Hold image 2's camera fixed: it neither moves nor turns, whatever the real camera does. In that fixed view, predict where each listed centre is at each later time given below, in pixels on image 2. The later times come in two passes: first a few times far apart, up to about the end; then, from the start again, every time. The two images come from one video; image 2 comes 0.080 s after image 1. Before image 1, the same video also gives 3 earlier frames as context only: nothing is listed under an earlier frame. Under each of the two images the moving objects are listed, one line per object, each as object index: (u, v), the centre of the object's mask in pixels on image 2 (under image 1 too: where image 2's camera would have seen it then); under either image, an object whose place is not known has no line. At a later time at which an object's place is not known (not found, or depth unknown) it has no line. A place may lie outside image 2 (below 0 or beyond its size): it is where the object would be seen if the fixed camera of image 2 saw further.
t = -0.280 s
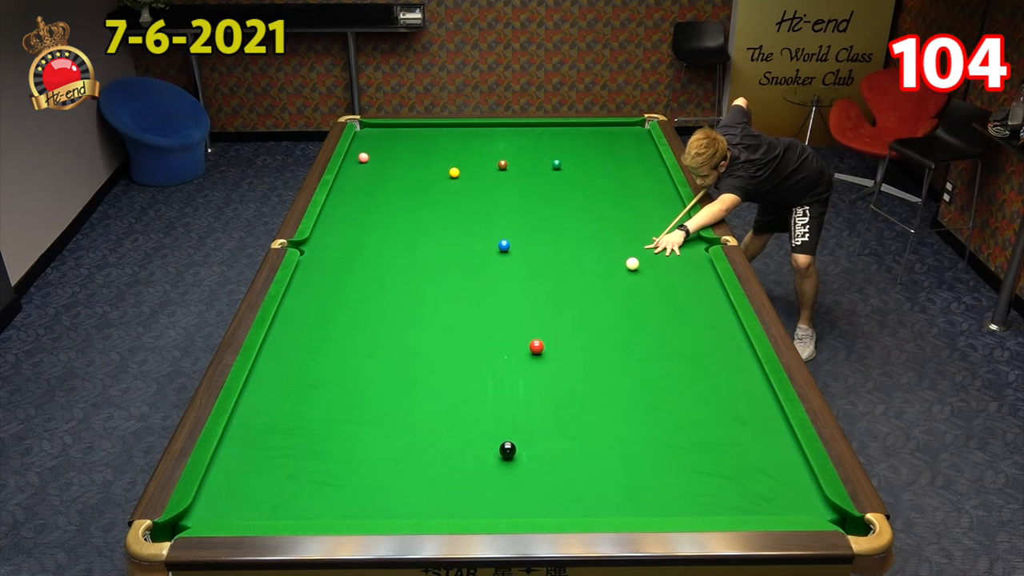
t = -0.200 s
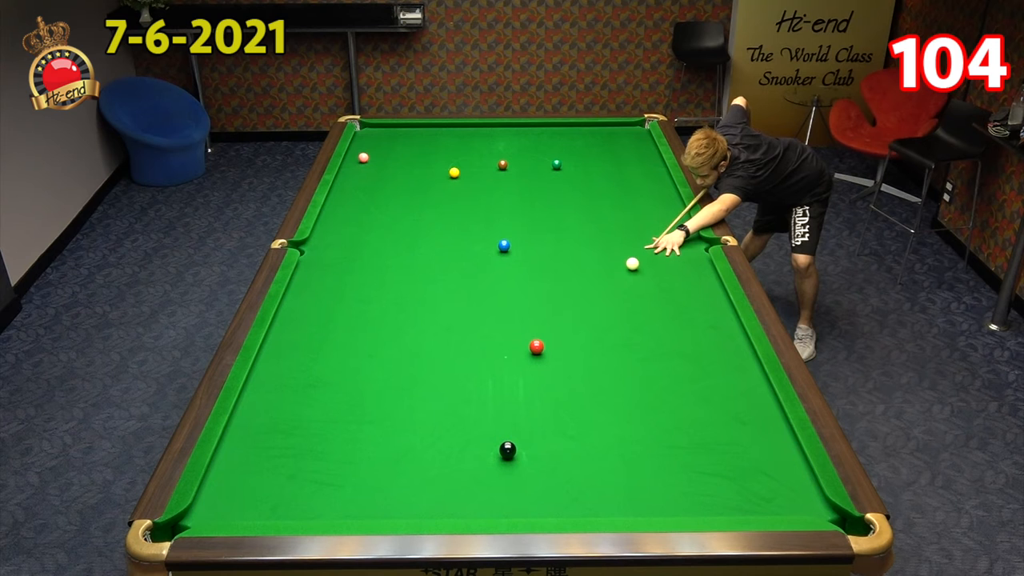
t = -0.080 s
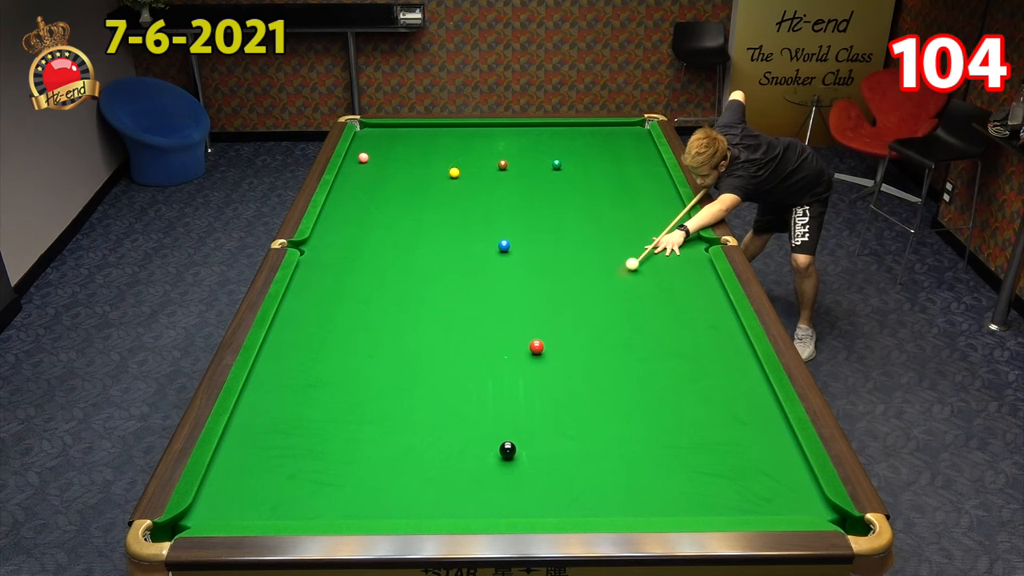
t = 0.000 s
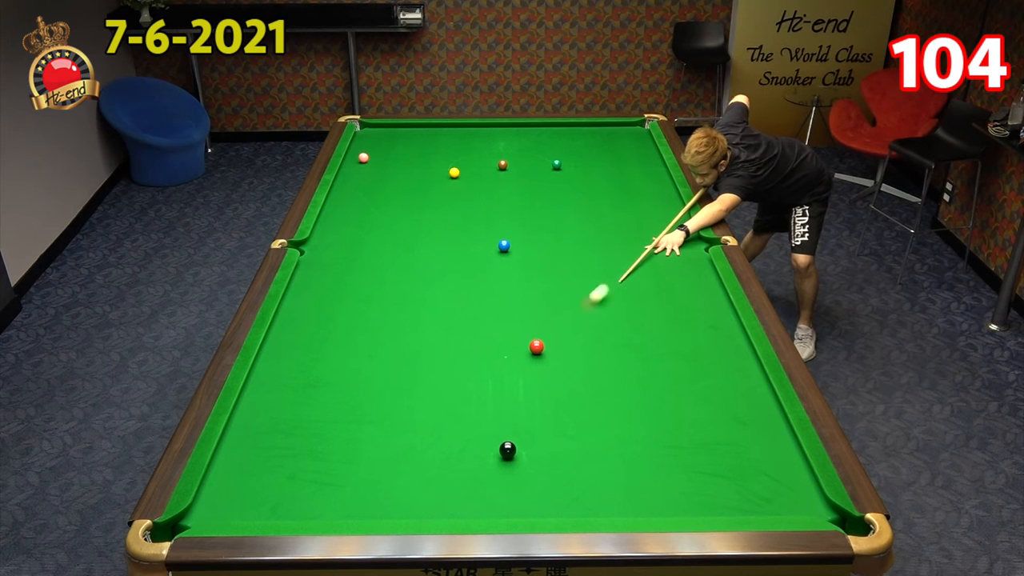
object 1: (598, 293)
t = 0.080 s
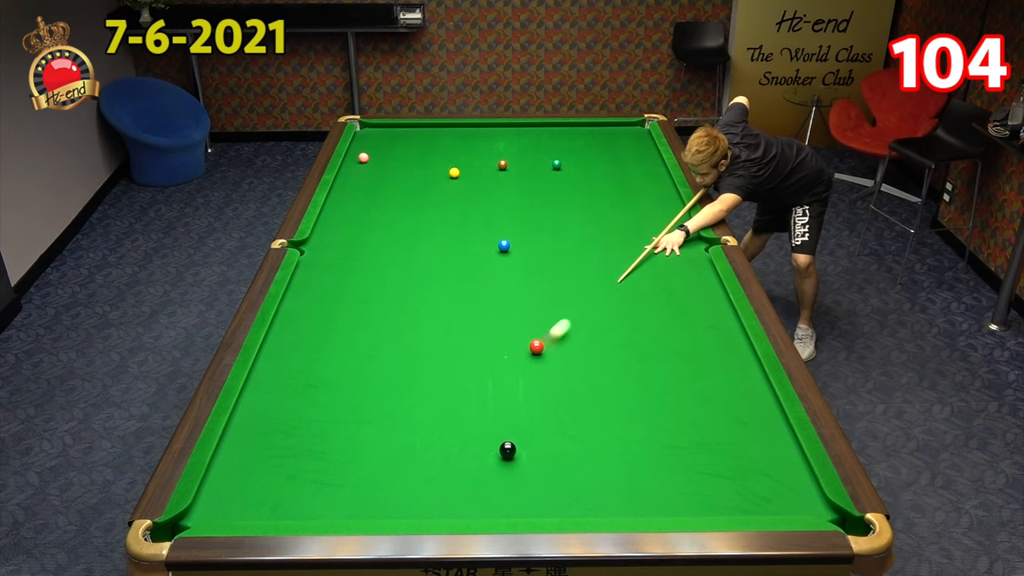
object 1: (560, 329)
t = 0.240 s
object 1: (571, 355)
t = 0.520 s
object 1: (625, 368)
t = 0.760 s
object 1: (672, 373)
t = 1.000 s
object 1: (718, 378)
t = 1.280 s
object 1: (757, 382)
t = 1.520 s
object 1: (732, 381)
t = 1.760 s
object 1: (709, 381)
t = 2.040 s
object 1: (685, 380)
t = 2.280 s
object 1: (666, 379)
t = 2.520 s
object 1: (648, 379)
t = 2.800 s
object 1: (628, 379)
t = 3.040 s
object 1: (613, 378)
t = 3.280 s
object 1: (599, 378)
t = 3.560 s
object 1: (585, 377)
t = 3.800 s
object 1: (574, 377)
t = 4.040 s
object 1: (565, 377)
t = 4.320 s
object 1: (555, 377)
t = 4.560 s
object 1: (548, 377)
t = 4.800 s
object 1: (543, 377)
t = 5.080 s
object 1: (538, 377)
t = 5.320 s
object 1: (536, 377)
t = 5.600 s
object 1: (535, 377)
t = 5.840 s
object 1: (535, 377)
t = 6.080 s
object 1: (535, 377)
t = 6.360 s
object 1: (535, 377)
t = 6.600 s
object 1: (535, 377)
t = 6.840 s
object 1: (535, 377)
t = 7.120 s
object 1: (535, 377)
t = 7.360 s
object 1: (535, 377)
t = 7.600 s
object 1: (535, 377)
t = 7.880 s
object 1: (535, 377)
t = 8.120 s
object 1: (535, 377)
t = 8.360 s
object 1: (535, 377)
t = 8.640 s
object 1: (535, 377)
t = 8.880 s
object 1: (535, 377)
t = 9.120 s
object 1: (535, 377)
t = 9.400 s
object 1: (535, 377)
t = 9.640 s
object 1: (535, 377)
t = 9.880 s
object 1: (535, 377)
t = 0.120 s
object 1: (549, 343)
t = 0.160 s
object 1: (556, 348)
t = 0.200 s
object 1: (564, 352)
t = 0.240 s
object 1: (571, 355)
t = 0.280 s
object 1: (579, 359)
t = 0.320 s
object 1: (586, 361)
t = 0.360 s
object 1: (594, 363)
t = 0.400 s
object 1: (602, 365)
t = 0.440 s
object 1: (610, 367)
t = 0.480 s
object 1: (618, 367)
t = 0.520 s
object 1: (625, 368)
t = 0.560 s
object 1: (633, 369)
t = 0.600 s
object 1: (641, 370)
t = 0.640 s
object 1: (649, 371)
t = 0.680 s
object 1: (656, 371)
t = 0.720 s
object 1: (664, 372)
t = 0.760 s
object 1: (672, 373)
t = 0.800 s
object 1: (680, 374)
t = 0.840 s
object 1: (688, 375)
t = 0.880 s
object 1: (695, 375)
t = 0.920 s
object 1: (703, 376)
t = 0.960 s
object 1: (710, 377)
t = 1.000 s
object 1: (718, 378)
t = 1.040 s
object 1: (725, 378)
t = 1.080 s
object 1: (733, 379)
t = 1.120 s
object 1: (740, 380)
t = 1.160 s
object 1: (748, 380)
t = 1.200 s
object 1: (755, 381)
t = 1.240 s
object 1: (761, 382)
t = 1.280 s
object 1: (757, 382)
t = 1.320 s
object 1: (752, 382)
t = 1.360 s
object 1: (747, 382)
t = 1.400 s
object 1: (743, 382)
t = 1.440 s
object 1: (740, 381)
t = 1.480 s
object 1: (736, 381)
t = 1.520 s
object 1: (732, 381)
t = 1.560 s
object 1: (728, 381)
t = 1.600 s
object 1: (724, 381)
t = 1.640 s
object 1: (720, 381)
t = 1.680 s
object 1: (717, 381)
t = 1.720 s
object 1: (713, 381)
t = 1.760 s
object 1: (709, 381)
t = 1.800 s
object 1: (706, 381)
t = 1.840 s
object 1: (702, 380)
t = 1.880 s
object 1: (699, 380)
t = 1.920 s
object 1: (695, 380)
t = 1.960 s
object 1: (692, 380)
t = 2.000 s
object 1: (688, 380)
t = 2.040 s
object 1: (685, 380)
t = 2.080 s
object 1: (682, 380)
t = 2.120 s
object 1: (678, 380)
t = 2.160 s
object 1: (675, 379)
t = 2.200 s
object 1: (672, 379)
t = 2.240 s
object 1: (669, 379)
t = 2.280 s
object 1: (666, 379)
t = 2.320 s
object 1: (662, 379)
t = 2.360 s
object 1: (659, 379)
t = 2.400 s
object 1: (657, 379)
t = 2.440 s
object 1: (653, 379)
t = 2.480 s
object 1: (650, 379)
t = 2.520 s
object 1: (648, 379)
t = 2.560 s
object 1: (645, 379)
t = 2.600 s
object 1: (642, 379)
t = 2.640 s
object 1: (639, 379)
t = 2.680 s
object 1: (636, 379)
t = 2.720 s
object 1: (634, 379)
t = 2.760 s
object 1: (631, 379)
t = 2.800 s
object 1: (628, 379)
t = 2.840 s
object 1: (626, 378)
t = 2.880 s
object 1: (623, 379)
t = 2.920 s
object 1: (621, 378)
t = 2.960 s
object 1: (618, 378)
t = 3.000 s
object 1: (616, 378)
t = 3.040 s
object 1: (613, 378)
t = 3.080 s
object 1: (611, 378)
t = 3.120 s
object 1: (608, 378)
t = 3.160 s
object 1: (606, 378)
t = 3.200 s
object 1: (604, 378)
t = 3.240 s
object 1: (602, 378)
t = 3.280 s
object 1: (599, 378)
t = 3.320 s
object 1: (597, 378)
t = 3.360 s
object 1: (595, 378)
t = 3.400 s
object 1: (593, 378)
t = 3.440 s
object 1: (591, 378)
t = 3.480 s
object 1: (589, 378)
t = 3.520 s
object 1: (587, 378)
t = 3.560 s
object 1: (585, 377)
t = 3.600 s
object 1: (583, 377)
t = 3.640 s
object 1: (581, 377)
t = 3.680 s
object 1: (580, 377)
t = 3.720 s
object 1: (578, 377)
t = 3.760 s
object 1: (576, 377)
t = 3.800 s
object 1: (574, 377)
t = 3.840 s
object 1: (573, 377)
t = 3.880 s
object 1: (571, 377)
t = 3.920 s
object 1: (569, 377)
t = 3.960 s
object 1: (568, 377)
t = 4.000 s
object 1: (566, 377)
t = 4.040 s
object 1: (565, 377)
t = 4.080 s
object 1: (563, 377)
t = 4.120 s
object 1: (562, 377)
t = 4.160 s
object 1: (560, 377)
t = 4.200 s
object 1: (559, 377)
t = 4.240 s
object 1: (558, 377)
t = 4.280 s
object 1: (556, 377)
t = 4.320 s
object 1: (555, 377)
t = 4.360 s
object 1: (554, 377)
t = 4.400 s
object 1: (553, 377)
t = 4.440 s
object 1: (552, 377)
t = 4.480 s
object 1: (550, 377)
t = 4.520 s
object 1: (549, 377)
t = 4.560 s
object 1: (548, 377)
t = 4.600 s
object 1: (547, 377)
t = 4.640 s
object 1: (546, 377)
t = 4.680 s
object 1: (546, 377)
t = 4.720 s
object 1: (545, 377)
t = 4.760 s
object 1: (544, 377)
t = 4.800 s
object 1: (543, 377)
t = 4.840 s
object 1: (542, 377)
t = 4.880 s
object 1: (541, 377)
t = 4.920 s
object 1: (540, 377)
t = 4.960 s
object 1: (540, 377)
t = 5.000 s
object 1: (539, 377)
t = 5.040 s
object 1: (539, 377)
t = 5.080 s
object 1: (538, 377)
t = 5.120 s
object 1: (538, 377)
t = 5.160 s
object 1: (537, 377)
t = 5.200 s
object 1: (537, 377)
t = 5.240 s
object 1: (536, 377)
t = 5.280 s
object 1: (536, 377)
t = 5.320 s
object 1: (536, 377)
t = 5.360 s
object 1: (535, 377)
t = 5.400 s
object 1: (535, 377)
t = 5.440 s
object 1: (535, 377)
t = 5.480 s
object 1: (535, 377)
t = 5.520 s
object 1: (535, 377)
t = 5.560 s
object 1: (535, 377)
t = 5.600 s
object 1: (535, 377)
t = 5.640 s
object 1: (535, 377)
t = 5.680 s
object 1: (535, 377)
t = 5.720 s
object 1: (535, 377)
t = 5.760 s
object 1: (535, 377)
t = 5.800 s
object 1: (535, 377)
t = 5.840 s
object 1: (535, 377)
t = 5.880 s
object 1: (535, 377)
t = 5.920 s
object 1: (535, 377)
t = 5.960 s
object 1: (535, 377)
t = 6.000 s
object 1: (535, 377)
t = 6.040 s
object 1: (535, 377)
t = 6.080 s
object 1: (535, 377)
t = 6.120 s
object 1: (535, 377)
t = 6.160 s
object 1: (535, 377)
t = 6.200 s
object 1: (535, 377)
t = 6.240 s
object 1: (535, 377)
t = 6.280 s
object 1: (535, 377)
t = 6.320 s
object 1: (535, 377)
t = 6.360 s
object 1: (535, 377)
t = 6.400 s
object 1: (535, 377)
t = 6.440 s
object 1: (535, 377)
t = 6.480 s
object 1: (535, 377)
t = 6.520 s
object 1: (535, 377)
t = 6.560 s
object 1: (535, 377)
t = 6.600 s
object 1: (535, 377)
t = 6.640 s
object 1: (535, 377)
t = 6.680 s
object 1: (535, 377)
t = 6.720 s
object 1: (535, 377)
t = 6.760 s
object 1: (535, 377)
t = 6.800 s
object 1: (535, 377)
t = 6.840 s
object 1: (535, 377)
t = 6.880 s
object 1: (535, 377)
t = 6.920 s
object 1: (535, 377)
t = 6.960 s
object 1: (535, 377)
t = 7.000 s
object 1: (535, 377)
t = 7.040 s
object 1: (535, 377)
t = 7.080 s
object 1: (535, 377)
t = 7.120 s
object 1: (535, 377)
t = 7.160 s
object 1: (535, 377)
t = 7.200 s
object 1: (535, 377)
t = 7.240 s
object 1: (535, 377)
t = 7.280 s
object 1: (535, 377)
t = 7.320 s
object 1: (535, 377)
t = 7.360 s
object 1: (535, 377)
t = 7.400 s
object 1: (535, 377)
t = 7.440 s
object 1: (535, 377)
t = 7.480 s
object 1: (535, 377)
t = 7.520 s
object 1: (535, 377)
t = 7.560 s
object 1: (535, 377)
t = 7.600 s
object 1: (535, 377)
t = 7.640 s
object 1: (535, 377)
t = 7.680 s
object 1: (535, 377)
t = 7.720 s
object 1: (535, 377)
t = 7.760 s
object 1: (535, 377)
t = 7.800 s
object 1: (535, 377)
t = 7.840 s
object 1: (535, 377)
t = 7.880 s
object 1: (535, 377)
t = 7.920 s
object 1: (535, 377)
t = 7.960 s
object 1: (535, 377)
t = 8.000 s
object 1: (535, 377)
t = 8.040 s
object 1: (535, 377)
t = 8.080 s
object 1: (535, 377)
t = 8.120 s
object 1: (535, 377)
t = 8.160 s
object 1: (535, 377)
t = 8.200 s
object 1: (535, 377)
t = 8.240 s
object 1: (535, 377)
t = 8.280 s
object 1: (535, 377)
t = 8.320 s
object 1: (535, 377)
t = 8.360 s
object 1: (535, 377)
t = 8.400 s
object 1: (535, 377)
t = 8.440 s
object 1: (535, 377)
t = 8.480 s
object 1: (535, 377)
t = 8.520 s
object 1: (535, 377)
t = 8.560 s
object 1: (535, 377)
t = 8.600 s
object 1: (535, 377)
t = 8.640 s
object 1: (535, 377)
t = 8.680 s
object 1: (535, 377)
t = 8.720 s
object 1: (535, 377)
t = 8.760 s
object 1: (535, 377)
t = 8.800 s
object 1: (535, 377)
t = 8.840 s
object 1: (535, 377)
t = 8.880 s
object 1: (535, 377)
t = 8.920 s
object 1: (535, 377)
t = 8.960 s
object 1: (535, 377)
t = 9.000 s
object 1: (535, 377)
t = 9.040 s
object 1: (535, 377)
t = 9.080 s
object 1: (535, 377)
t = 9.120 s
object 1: (535, 377)
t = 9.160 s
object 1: (535, 377)
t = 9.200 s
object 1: (535, 377)
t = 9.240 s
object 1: (535, 377)
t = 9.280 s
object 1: (535, 377)
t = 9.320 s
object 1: (535, 377)
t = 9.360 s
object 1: (535, 377)
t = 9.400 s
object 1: (535, 377)
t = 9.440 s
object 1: (535, 377)
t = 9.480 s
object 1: (535, 377)
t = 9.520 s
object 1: (535, 377)
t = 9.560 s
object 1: (535, 377)
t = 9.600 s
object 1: (535, 377)
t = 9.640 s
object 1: (535, 377)
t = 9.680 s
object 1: (535, 377)
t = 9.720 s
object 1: (535, 377)
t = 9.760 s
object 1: (535, 377)
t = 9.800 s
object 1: (535, 377)
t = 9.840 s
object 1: (535, 377)
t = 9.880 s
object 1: (535, 377)
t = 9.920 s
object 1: (535, 377)
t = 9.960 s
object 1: (535, 377)
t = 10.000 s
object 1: (535, 377)
